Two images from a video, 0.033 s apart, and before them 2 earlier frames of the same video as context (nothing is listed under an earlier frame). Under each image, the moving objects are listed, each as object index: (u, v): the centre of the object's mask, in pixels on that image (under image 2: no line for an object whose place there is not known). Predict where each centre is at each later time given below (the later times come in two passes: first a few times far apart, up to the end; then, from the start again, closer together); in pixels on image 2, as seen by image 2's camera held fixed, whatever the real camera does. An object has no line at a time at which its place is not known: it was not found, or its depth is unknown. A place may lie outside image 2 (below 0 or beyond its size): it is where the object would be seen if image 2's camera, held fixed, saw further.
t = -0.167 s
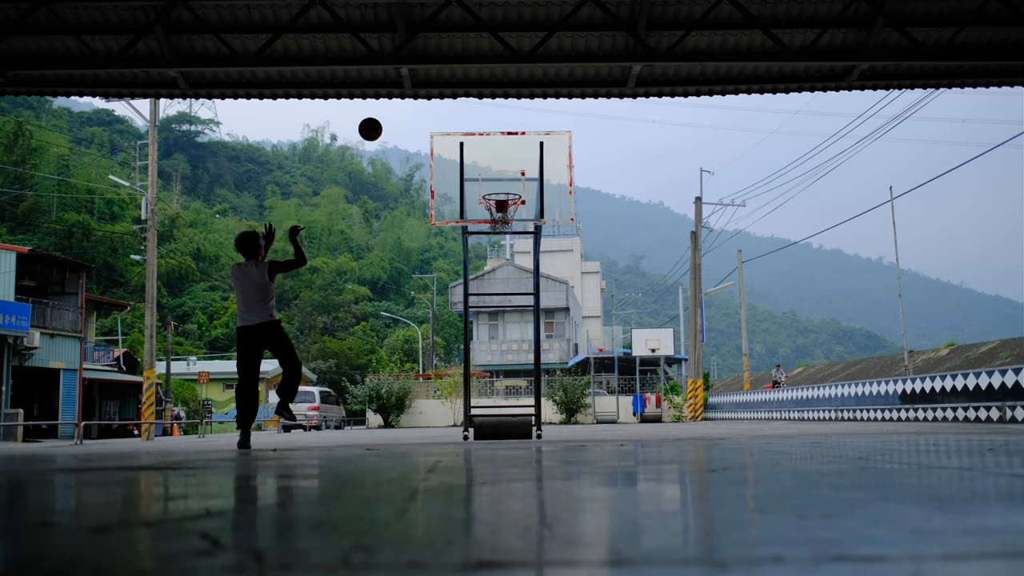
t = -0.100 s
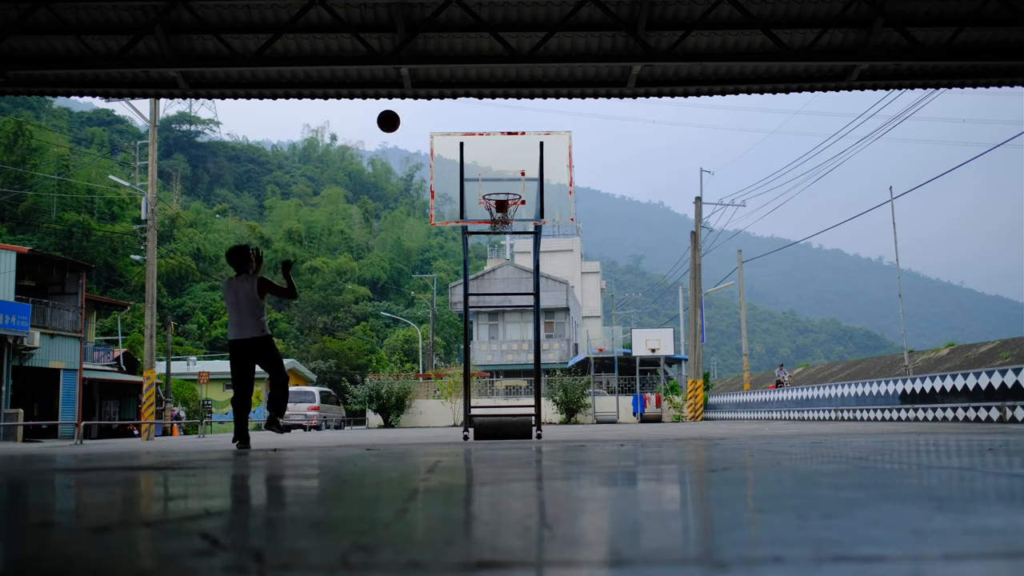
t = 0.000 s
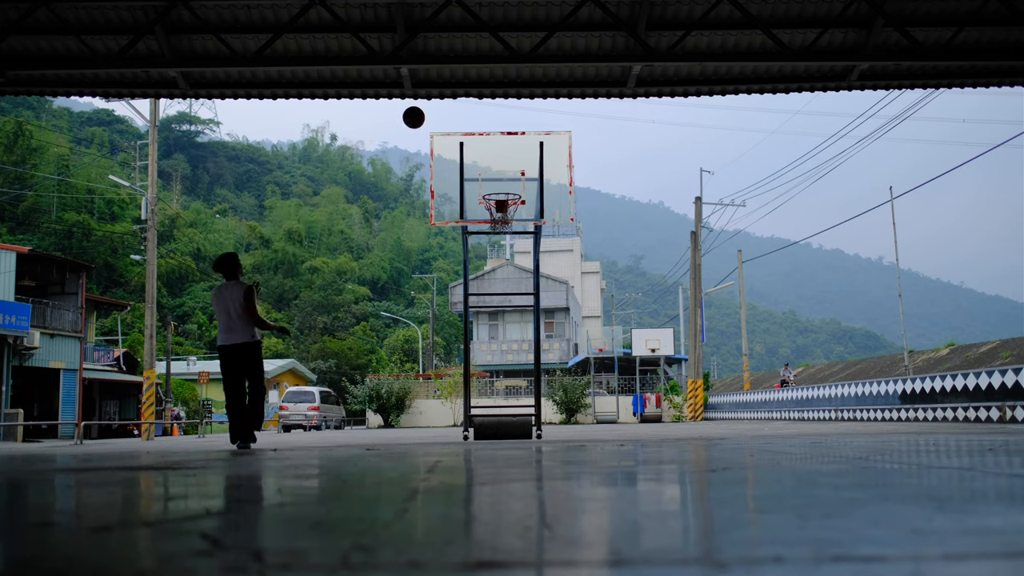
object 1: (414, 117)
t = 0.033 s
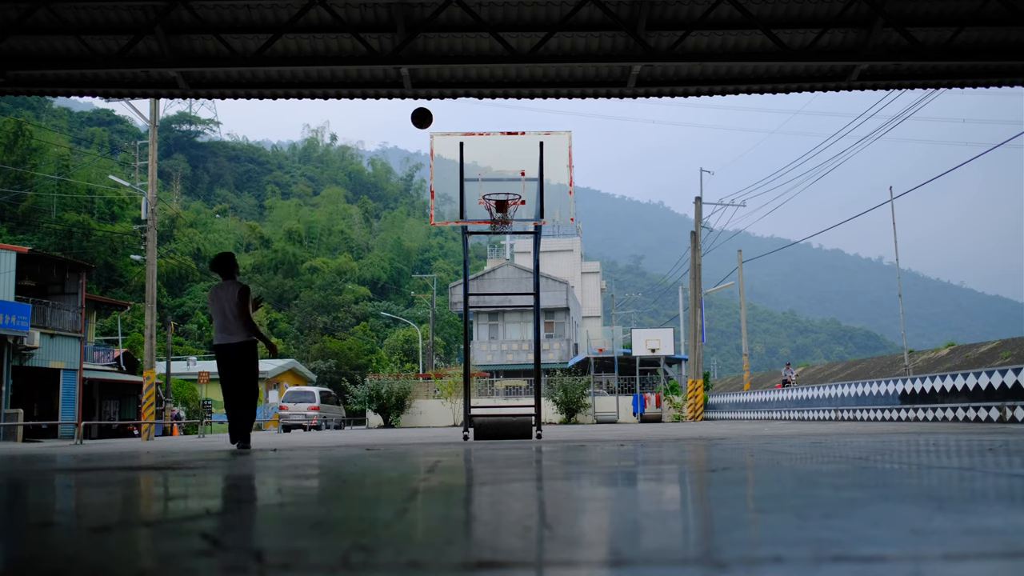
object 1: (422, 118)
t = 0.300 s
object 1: (479, 154)
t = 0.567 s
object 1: (490, 208)
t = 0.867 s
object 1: (512, 239)
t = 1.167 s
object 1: (536, 341)
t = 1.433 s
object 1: (554, 393)
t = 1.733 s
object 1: (566, 315)
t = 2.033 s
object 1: (579, 307)
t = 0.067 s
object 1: (429, 120)
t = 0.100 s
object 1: (437, 122)
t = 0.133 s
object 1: (444, 125)
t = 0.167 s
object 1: (452, 130)
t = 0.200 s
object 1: (458, 135)
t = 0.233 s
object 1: (465, 140)
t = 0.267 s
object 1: (472, 147)
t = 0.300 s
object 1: (479, 154)
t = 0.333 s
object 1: (485, 162)
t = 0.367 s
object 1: (491, 171)
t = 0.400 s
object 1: (497, 181)
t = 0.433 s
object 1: (504, 190)
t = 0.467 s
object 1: (506, 200)
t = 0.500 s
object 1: (500, 206)
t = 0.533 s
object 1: (493, 212)
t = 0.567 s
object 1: (490, 208)
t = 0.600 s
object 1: (490, 206)
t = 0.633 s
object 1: (491, 208)
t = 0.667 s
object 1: (495, 209)
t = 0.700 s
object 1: (498, 211)
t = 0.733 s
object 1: (500, 213)
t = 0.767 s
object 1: (504, 221)
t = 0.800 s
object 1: (505, 225)
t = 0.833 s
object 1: (509, 232)
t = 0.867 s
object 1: (512, 239)
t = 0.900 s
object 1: (514, 247)
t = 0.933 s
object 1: (517, 255)
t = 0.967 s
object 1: (520, 265)
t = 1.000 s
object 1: (522, 276)
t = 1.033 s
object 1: (525, 287)
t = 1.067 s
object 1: (528, 299)
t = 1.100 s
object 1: (531, 312)
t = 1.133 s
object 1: (534, 326)
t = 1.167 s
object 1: (536, 341)
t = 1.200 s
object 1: (539, 356)
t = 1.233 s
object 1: (542, 373)
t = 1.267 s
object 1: (545, 390)
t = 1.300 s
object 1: (547, 409)
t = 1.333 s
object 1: (550, 428)
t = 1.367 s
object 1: (551, 421)
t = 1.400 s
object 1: (553, 406)
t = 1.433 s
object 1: (554, 393)
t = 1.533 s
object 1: (558, 359)
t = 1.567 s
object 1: (559, 350)
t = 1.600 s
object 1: (560, 341)
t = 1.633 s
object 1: (562, 333)
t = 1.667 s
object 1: (563, 326)
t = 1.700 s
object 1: (564, 320)
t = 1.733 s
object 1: (566, 315)
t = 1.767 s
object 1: (567, 310)
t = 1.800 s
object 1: (569, 307)
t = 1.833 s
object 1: (570, 304)
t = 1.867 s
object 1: (571, 303)
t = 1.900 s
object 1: (573, 302)
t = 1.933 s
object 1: (574, 302)
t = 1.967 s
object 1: (576, 302)
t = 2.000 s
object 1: (577, 304)
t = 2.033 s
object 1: (579, 307)
